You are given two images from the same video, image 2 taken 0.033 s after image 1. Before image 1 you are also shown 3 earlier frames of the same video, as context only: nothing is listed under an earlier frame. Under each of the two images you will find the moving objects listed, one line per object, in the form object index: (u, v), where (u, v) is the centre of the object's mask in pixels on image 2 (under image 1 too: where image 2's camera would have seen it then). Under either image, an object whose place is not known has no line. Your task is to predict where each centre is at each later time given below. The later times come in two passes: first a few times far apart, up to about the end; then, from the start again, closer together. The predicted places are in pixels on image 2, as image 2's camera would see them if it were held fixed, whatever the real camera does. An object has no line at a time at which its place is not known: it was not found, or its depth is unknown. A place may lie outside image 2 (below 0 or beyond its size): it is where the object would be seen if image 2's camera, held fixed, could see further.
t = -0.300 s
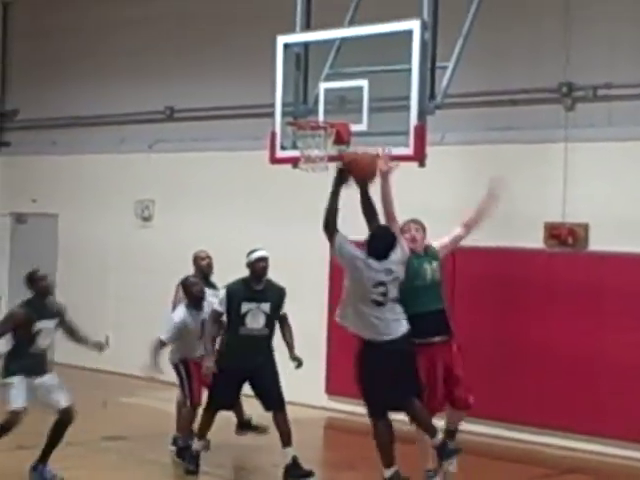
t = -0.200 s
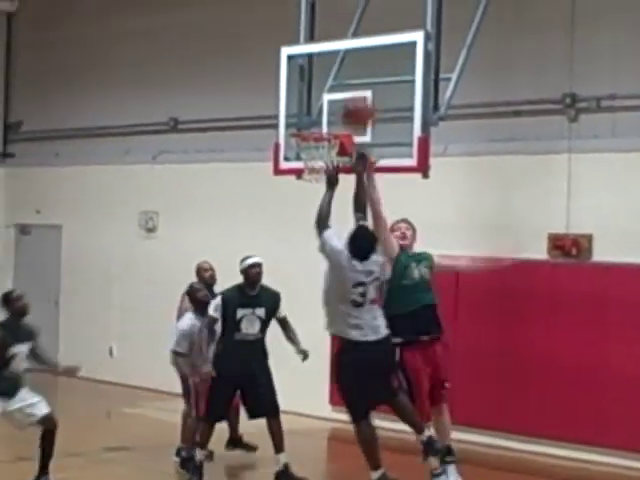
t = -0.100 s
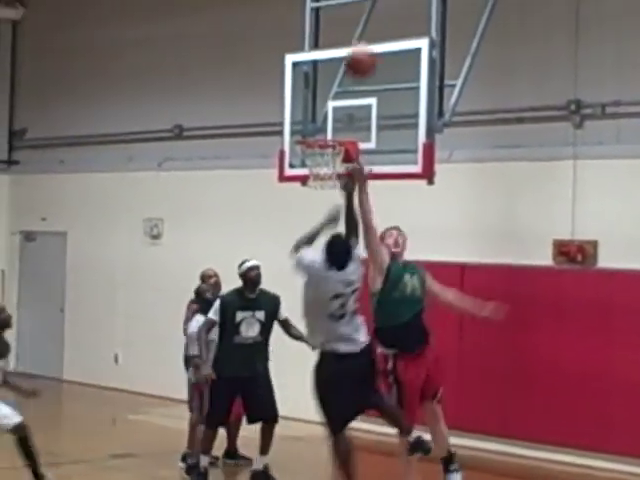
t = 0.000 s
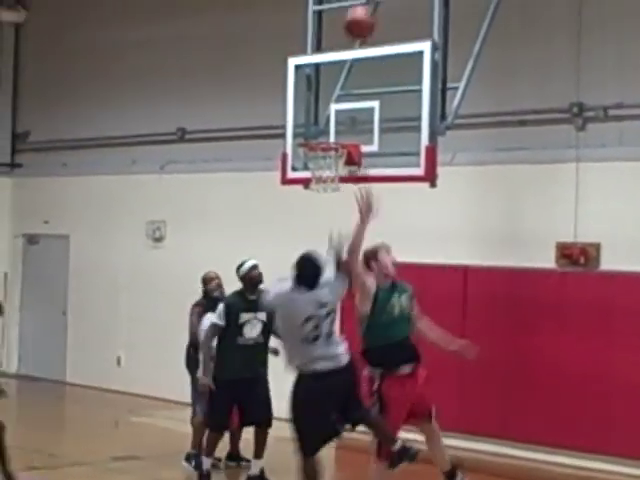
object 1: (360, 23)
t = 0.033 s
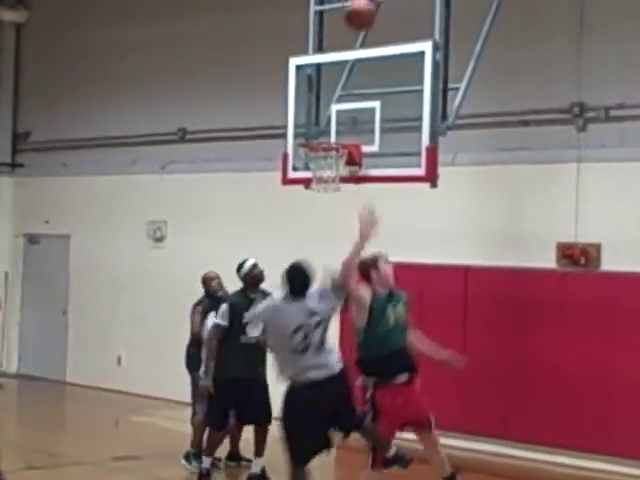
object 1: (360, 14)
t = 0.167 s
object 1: (355, 2)
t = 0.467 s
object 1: (342, 14)
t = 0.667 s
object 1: (333, 78)
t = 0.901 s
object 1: (313, 169)
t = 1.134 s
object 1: (312, 164)
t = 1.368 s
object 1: (327, 198)
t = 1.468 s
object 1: (333, 221)
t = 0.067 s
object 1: (359, 9)
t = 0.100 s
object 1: (356, 7)
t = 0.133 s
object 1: (356, 5)
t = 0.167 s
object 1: (355, 2)
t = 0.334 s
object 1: (348, 0)
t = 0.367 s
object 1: (347, 2)
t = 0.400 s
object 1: (345, 5)
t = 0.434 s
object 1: (344, 8)
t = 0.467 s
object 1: (342, 14)
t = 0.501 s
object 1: (342, 21)
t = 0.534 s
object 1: (340, 30)
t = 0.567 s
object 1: (338, 39)
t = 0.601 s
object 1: (337, 52)
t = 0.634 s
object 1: (336, 68)
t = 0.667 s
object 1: (333, 78)
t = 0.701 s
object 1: (332, 93)
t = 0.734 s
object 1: (332, 112)
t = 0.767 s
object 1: (331, 126)
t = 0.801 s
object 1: (327, 146)
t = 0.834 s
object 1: (320, 158)
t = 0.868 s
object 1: (317, 166)
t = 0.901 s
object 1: (313, 169)
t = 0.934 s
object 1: (311, 164)
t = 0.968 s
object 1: (310, 162)
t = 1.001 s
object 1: (310, 159)
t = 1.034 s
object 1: (311, 157)
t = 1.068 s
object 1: (311, 158)
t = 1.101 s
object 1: (311, 160)
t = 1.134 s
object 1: (312, 164)
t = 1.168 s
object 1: (315, 171)
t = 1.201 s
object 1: (317, 174)
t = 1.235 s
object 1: (317, 177)
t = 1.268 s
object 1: (320, 180)
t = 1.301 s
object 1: (322, 185)
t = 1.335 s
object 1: (324, 189)
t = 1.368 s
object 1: (327, 198)
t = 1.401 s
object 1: (328, 203)
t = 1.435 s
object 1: (331, 211)
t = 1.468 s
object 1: (333, 221)
